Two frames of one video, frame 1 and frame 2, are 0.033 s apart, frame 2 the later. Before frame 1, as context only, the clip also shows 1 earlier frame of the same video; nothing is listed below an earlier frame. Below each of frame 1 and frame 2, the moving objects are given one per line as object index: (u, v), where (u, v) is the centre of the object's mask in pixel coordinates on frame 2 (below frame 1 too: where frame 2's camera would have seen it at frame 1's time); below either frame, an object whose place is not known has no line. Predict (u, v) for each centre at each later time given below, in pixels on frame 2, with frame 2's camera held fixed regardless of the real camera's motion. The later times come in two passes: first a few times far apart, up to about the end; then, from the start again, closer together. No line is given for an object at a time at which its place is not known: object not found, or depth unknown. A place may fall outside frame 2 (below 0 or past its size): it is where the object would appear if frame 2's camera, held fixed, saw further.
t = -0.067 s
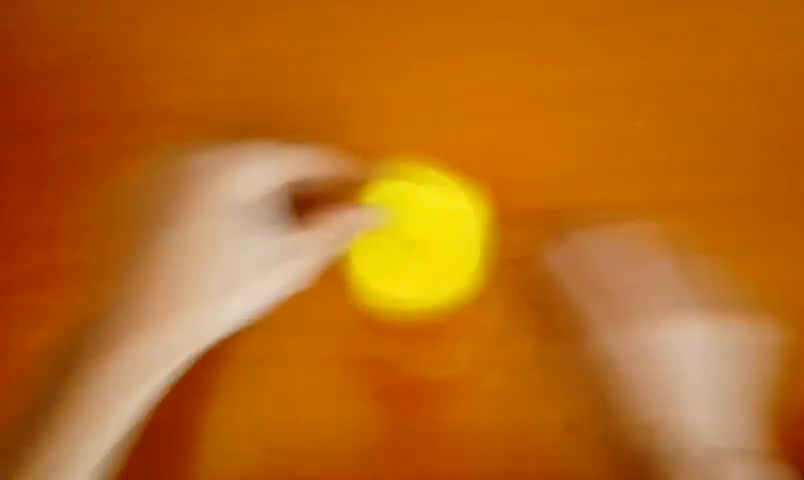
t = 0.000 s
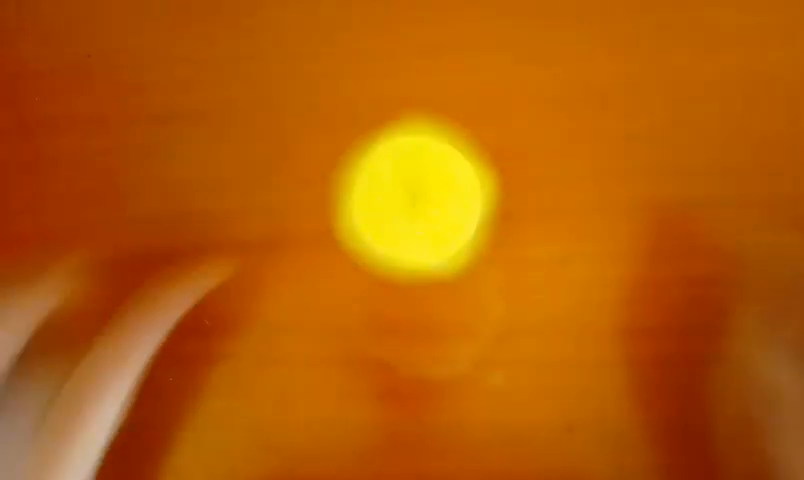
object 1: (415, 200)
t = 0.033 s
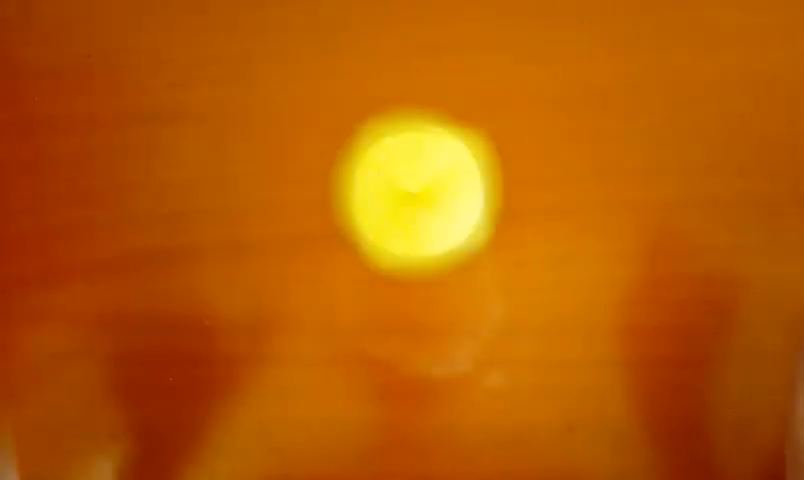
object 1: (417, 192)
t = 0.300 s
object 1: (434, 188)
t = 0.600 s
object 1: (429, 218)
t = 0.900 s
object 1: (419, 234)
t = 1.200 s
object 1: (412, 242)
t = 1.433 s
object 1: (407, 249)
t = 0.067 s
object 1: (416, 183)
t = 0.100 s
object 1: (412, 178)
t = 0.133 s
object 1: (415, 177)
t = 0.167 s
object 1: (419, 175)
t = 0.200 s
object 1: (420, 176)
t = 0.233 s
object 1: (427, 181)
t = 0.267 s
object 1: (432, 184)
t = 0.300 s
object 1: (434, 188)
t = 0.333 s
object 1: (436, 197)
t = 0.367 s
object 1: (439, 202)
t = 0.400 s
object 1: (435, 202)
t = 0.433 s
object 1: (431, 204)
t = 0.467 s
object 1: (432, 207)
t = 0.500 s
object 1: (434, 207)
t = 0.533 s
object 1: (430, 211)
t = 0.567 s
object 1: (427, 215)
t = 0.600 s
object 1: (429, 218)
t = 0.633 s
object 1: (428, 217)
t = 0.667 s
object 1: (423, 220)
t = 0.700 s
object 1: (422, 223)
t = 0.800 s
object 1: (419, 229)
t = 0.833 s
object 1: (417, 232)
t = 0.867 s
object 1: (418, 234)
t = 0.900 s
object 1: (419, 234)
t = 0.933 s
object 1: (417, 235)
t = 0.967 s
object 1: (417, 238)
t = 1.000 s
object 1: (415, 241)
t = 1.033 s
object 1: (415, 241)
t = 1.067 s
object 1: (409, 237)
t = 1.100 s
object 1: (408, 237)
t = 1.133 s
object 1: (408, 239)
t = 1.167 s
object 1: (411, 241)
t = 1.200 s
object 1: (412, 242)
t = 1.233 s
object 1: (411, 243)
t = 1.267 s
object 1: (409, 249)
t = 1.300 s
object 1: (406, 251)
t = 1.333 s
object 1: (407, 250)
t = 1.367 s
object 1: (409, 246)
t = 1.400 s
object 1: (409, 246)
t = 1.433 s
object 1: (407, 249)
